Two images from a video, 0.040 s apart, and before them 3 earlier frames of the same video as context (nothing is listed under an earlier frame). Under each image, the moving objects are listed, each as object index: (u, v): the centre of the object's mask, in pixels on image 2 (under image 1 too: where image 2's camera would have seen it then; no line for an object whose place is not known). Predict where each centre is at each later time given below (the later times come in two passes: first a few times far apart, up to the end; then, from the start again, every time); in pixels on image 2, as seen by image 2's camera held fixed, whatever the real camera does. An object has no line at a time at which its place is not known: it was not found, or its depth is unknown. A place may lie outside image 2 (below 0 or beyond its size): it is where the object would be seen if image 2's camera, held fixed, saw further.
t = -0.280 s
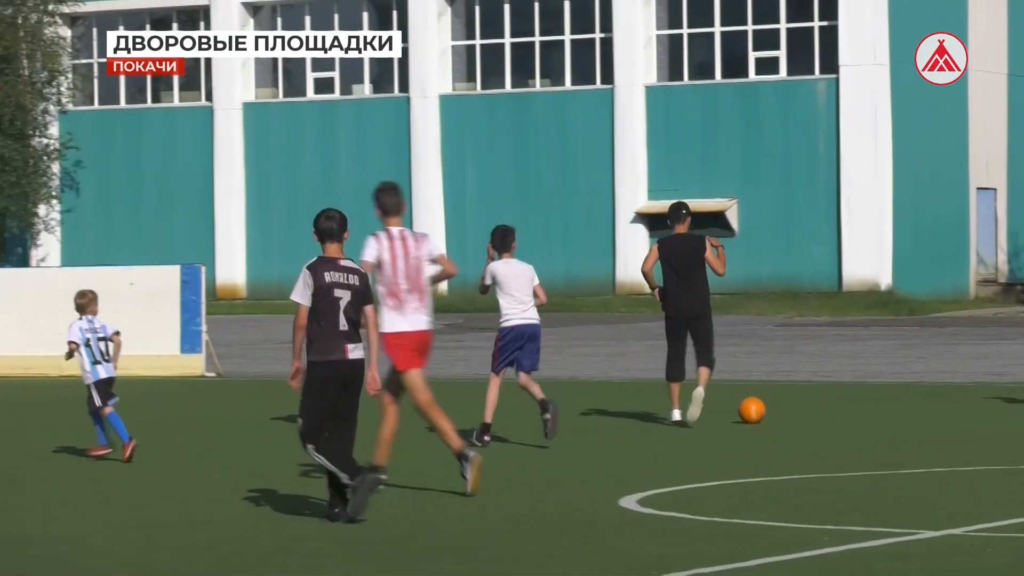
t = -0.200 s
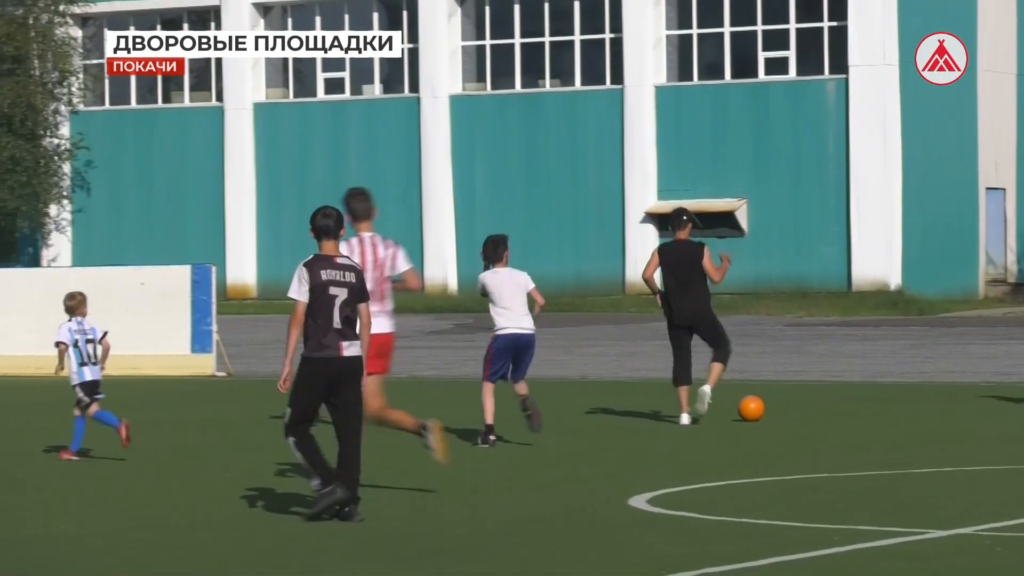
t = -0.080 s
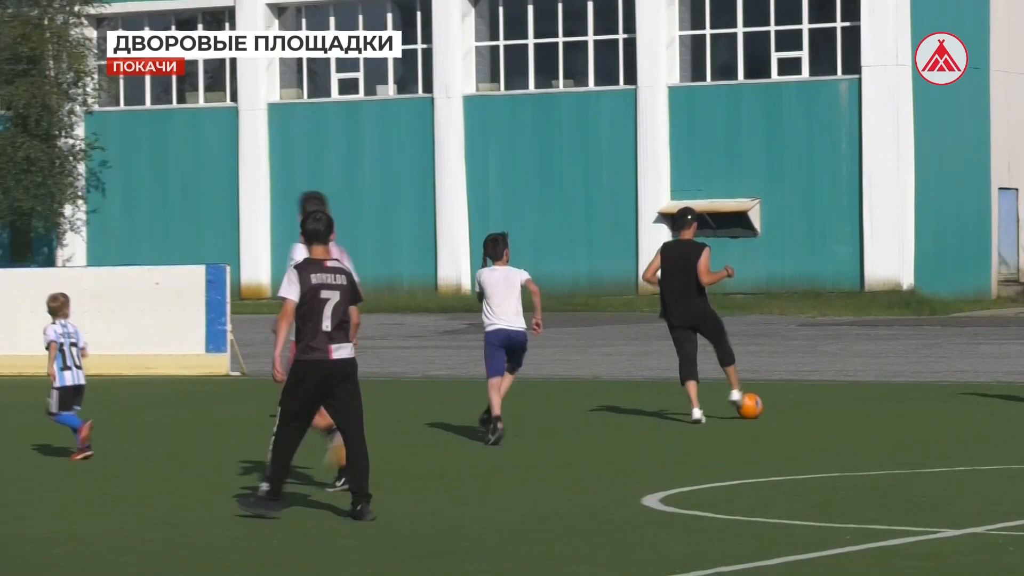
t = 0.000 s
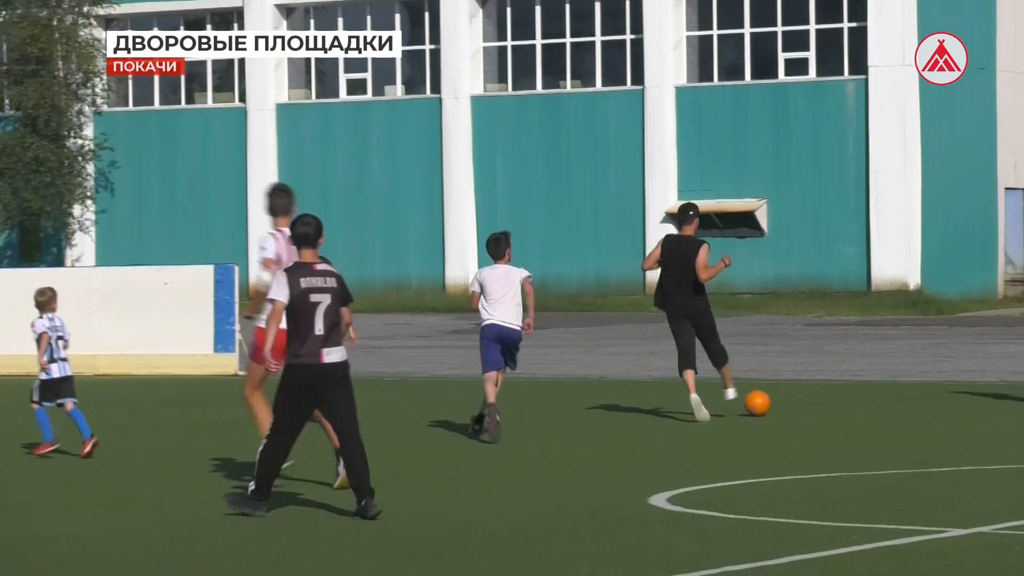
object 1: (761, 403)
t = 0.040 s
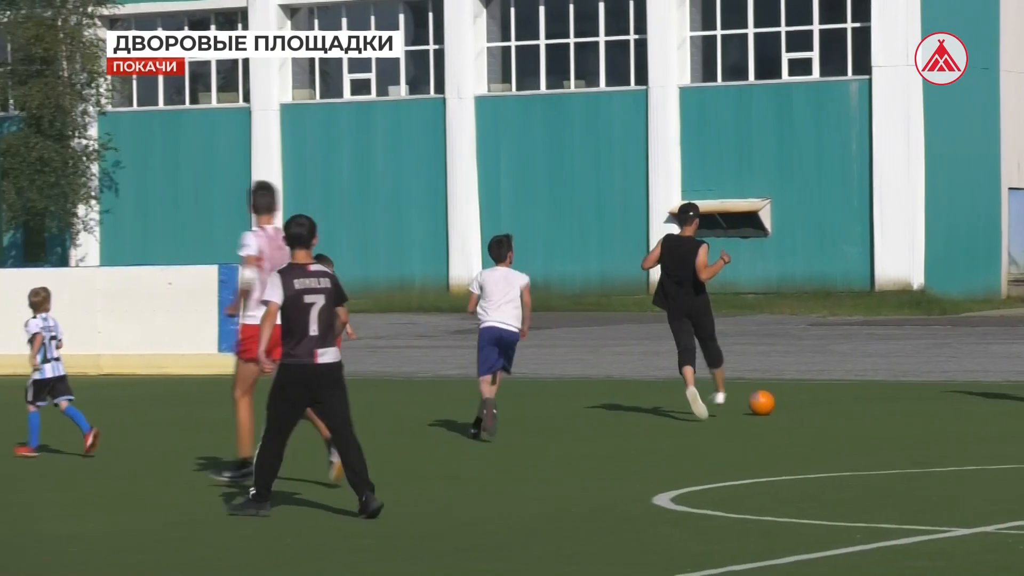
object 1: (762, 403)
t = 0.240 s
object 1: (764, 398)
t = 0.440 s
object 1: (767, 394)
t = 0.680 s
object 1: (769, 391)
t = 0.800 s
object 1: (771, 389)
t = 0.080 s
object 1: (762, 401)
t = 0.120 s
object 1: (762, 401)
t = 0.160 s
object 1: (763, 400)
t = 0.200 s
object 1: (764, 399)
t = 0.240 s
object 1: (764, 398)
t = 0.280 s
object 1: (765, 397)
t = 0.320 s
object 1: (765, 397)
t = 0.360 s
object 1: (765, 396)
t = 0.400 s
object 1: (766, 396)
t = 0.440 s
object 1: (767, 394)
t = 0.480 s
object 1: (767, 394)
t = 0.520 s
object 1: (767, 393)
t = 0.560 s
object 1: (768, 392)
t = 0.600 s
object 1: (769, 392)
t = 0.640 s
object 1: (769, 391)
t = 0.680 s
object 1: (769, 391)
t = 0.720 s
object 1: (770, 390)
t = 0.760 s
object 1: (770, 389)
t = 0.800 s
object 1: (771, 389)
